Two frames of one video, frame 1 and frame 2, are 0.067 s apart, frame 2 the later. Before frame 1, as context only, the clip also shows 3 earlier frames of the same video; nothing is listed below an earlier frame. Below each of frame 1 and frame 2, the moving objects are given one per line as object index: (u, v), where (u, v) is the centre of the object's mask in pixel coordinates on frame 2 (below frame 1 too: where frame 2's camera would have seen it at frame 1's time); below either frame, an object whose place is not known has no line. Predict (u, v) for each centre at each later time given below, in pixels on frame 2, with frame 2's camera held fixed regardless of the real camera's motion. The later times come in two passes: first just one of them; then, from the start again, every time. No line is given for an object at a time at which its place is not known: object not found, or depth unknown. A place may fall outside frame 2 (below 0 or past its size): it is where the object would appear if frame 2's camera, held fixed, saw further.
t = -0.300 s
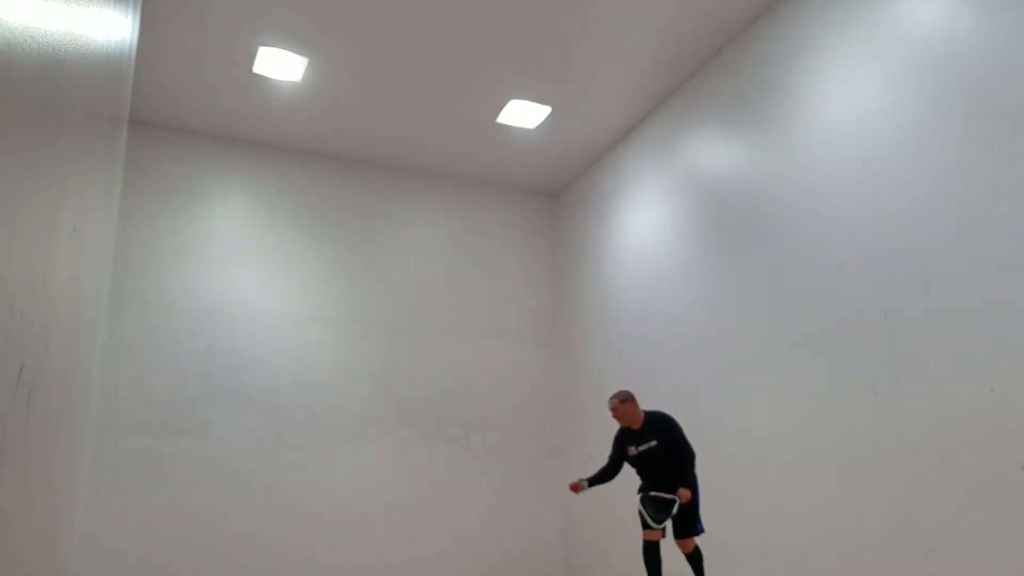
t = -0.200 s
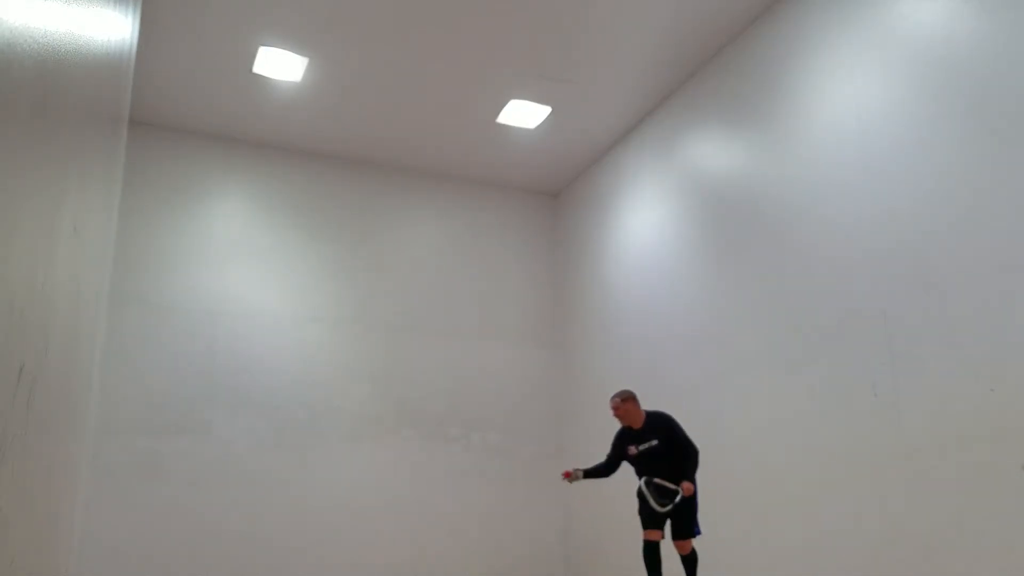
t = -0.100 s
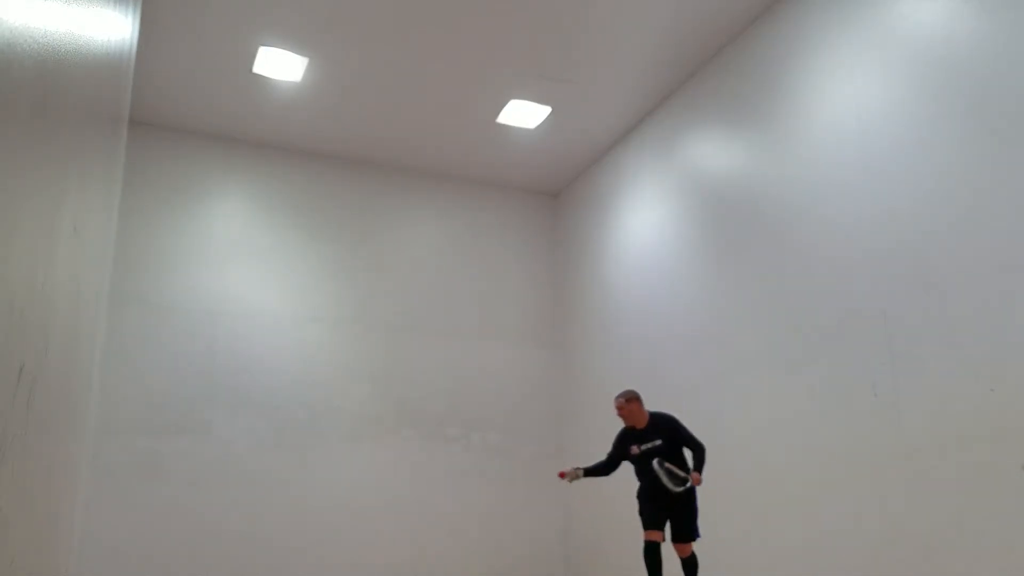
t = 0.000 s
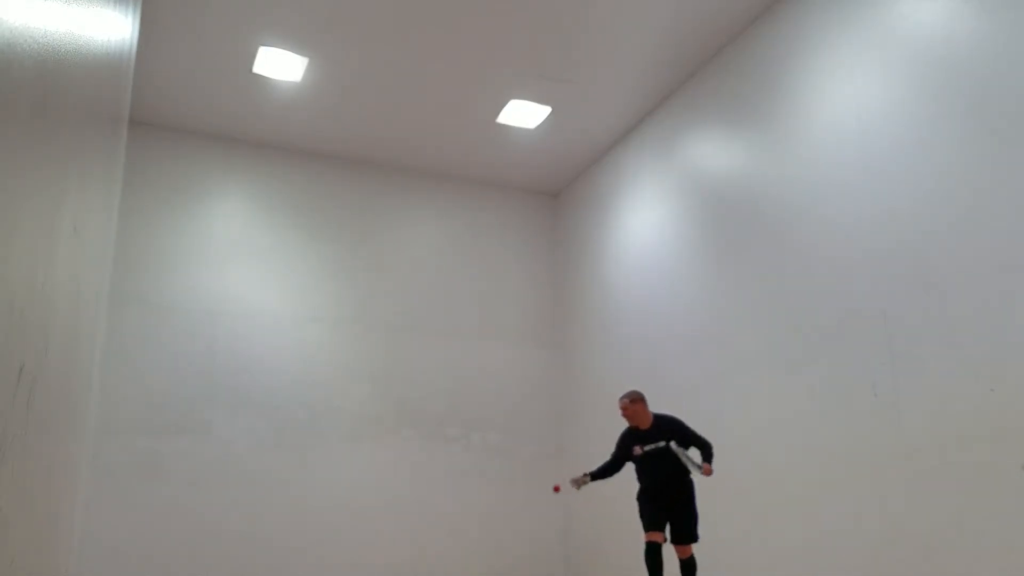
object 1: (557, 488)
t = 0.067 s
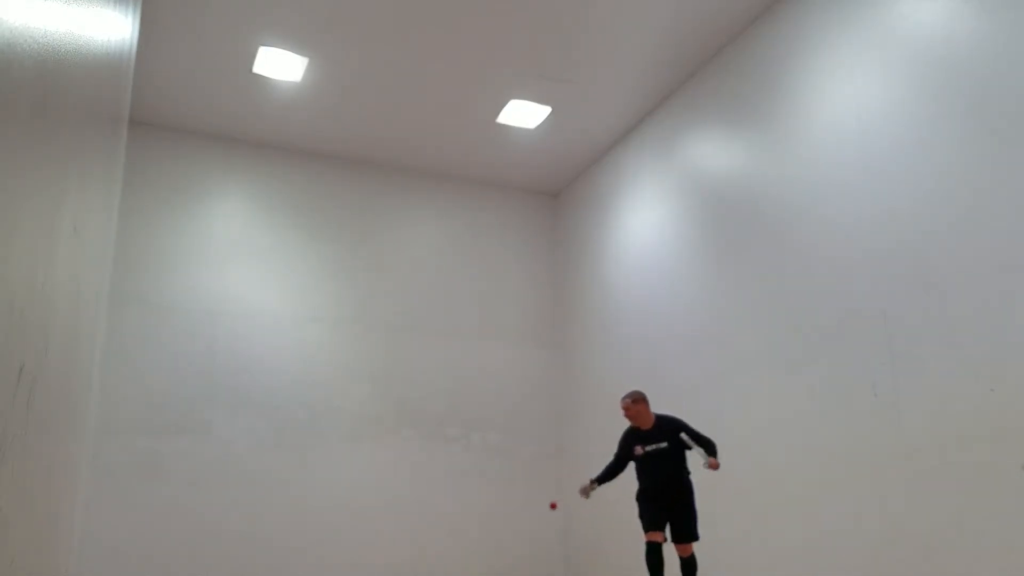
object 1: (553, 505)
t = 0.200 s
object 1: (547, 559)
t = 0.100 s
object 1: (552, 516)
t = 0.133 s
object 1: (550, 529)
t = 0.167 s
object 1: (549, 543)
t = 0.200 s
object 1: (547, 559)
